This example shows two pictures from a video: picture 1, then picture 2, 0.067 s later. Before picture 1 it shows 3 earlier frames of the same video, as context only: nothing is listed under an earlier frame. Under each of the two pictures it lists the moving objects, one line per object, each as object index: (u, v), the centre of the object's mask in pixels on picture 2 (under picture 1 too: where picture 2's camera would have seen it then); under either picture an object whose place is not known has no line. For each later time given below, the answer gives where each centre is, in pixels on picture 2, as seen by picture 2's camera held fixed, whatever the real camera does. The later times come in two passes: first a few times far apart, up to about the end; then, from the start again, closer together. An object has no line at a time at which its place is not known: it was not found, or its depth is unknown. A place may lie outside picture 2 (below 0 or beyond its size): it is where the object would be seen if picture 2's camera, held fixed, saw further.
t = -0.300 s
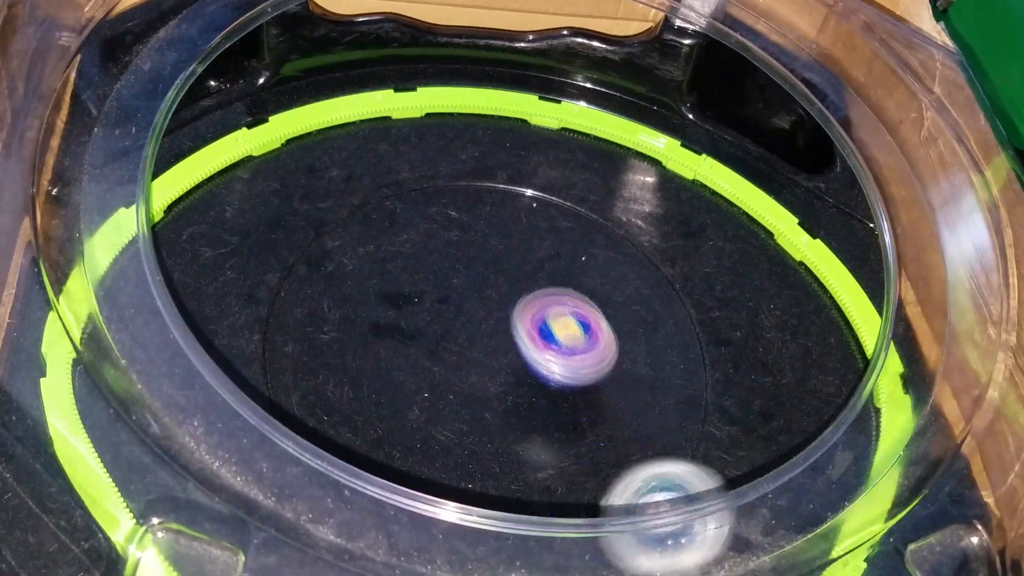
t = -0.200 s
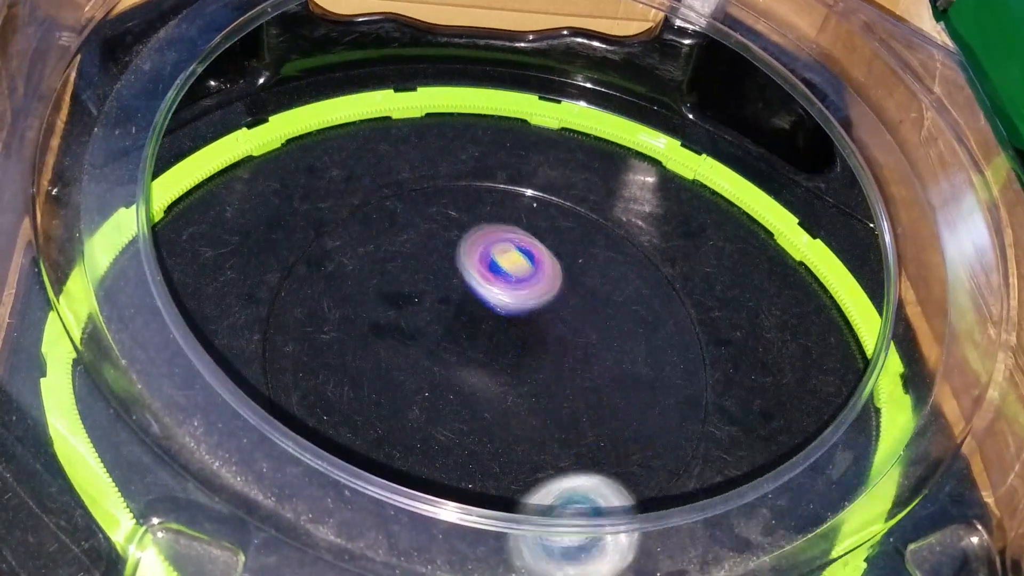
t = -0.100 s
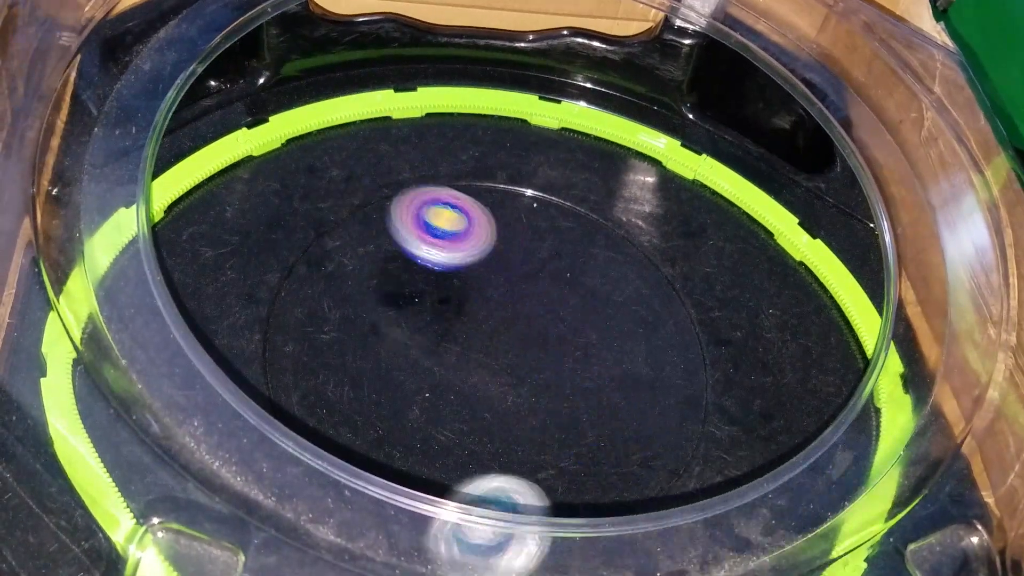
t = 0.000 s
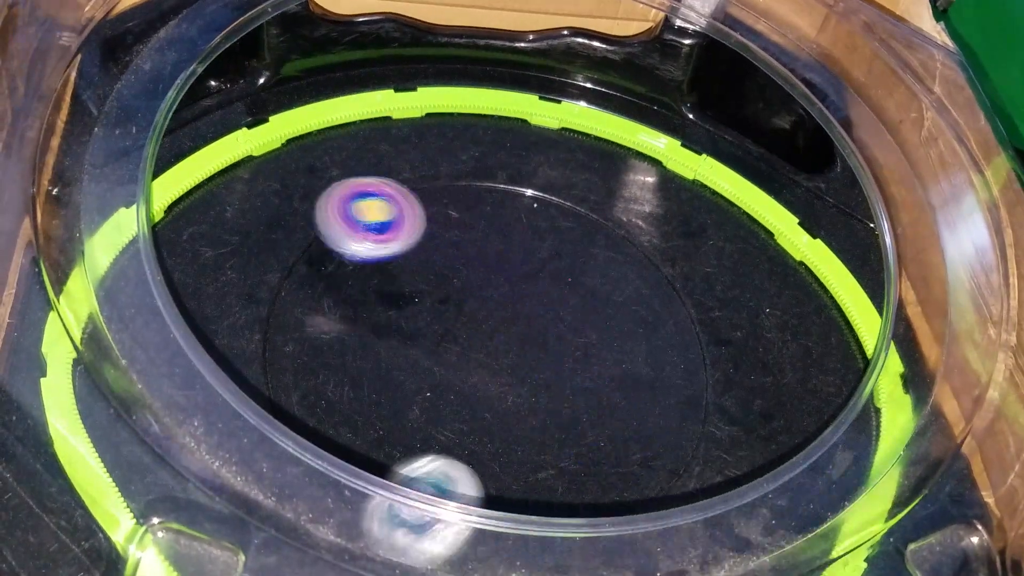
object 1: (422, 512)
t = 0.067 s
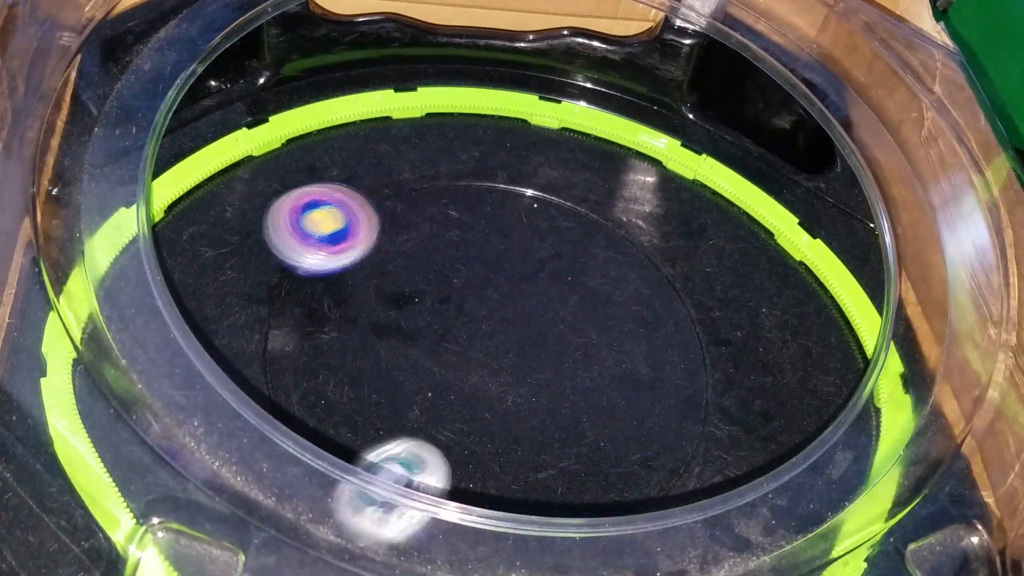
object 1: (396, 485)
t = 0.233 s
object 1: (377, 420)
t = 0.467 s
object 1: (514, 424)
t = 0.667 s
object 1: (550, 345)
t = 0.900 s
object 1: (441, 471)
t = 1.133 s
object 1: (382, 407)
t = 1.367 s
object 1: (478, 114)
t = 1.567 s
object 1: (520, 82)
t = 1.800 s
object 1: (575, 215)
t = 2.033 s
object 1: (592, 444)
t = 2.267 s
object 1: (590, 508)
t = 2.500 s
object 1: (595, 368)
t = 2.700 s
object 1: (577, 258)
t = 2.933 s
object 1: (597, 253)
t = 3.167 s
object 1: (639, 372)
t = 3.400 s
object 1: (642, 465)
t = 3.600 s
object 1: (539, 449)
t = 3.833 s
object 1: (422, 414)
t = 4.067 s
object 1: (375, 339)
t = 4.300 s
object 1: (413, 273)
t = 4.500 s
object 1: (480, 241)
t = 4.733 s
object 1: (558, 246)
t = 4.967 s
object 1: (605, 302)
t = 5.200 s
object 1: (606, 380)
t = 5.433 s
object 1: (553, 429)
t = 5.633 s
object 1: (491, 425)
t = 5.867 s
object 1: (441, 371)
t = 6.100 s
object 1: (430, 302)
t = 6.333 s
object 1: (459, 264)
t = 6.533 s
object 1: (508, 267)
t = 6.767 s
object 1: (569, 298)
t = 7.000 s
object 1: (581, 335)
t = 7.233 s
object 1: (535, 378)
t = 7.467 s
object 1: (504, 406)
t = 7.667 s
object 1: (494, 382)
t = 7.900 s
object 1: (469, 314)
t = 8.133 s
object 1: (449, 287)
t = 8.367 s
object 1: (488, 311)
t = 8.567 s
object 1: (554, 329)
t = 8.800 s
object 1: (583, 331)
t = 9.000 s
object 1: (547, 337)
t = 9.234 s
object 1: (488, 359)
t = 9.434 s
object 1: (455, 366)
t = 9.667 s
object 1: (468, 352)
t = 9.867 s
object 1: (503, 324)
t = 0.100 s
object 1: (383, 477)
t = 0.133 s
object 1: (377, 464)
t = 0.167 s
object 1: (381, 441)
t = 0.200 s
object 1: (378, 430)
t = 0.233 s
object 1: (377, 420)
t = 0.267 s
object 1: (390, 413)
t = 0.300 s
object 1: (414, 406)
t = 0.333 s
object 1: (437, 411)
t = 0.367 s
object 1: (457, 429)
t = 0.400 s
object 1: (479, 428)
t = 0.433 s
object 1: (498, 425)
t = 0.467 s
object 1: (514, 424)
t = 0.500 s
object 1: (529, 411)
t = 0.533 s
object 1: (541, 404)
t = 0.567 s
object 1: (549, 390)
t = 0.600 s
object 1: (553, 376)
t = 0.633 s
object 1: (553, 360)
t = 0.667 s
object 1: (550, 345)
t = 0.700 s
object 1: (544, 329)
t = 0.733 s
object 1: (534, 314)
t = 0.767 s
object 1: (522, 299)
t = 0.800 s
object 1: (508, 295)
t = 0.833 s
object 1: (487, 354)
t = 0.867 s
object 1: (466, 398)
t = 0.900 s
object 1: (441, 471)
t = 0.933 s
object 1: (401, 544)
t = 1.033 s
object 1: (339, 543)
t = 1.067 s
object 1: (353, 514)
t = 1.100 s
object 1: (373, 438)
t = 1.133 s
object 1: (382, 407)
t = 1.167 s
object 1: (396, 357)
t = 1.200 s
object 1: (406, 309)
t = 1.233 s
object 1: (422, 260)
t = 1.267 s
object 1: (436, 215)
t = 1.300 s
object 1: (450, 176)
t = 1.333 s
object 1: (465, 147)
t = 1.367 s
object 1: (478, 114)
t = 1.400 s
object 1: (486, 85)
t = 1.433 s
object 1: (493, 67)
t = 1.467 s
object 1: (501, 50)
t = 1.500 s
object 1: (510, 44)
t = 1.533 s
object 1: (516, 54)
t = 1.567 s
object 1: (520, 82)
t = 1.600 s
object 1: (529, 94)
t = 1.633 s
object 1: (538, 103)
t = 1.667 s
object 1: (545, 130)
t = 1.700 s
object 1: (547, 175)
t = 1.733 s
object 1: (558, 186)
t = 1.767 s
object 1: (567, 192)
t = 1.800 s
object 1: (575, 215)
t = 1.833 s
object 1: (577, 254)
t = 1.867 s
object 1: (577, 300)
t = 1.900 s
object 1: (582, 331)
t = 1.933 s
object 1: (585, 362)
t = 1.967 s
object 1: (590, 385)
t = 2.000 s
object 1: (593, 411)
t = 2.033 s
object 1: (592, 444)
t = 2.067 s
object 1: (594, 465)
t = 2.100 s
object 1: (594, 474)
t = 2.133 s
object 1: (596, 481)
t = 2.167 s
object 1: (598, 479)
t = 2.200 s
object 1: (596, 496)
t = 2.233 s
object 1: (591, 512)
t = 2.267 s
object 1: (590, 508)
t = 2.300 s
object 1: (591, 498)
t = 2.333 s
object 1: (596, 470)
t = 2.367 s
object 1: (596, 463)
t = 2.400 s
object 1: (592, 461)
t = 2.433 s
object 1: (595, 426)
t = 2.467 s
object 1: (597, 392)
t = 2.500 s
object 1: (595, 368)
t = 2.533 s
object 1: (588, 356)
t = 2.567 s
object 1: (583, 337)
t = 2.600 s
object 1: (580, 313)
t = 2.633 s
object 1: (578, 292)
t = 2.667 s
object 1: (577, 273)
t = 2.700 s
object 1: (577, 258)
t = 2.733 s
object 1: (578, 248)
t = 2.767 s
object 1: (580, 239)
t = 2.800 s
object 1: (582, 235)
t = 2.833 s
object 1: (584, 234)
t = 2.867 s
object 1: (588, 236)
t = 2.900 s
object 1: (592, 242)
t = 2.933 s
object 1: (597, 253)
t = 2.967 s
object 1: (603, 266)
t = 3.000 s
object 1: (609, 282)
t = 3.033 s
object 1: (615, 298)
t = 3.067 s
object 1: (621, 317)
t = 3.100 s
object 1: (627, 336)
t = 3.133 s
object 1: (633, 355)
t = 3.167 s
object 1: (639, 372)
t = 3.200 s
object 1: (643, 389)
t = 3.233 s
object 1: (648, 405)
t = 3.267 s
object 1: (649, 420)
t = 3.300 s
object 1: (652, 433)
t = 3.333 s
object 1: (653, 448)
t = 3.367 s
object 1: (650, 458)
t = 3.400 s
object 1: (642, 465)
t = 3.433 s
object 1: (628, 462)
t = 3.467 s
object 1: (611, 458)
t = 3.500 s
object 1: (593, 455)
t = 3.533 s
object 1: (576, 452)
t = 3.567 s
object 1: (558, 450)
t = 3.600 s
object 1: (539, 449)
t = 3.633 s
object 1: (520, 448)
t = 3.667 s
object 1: (501, 444)
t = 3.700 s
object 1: (484, 440)
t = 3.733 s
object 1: (466, 436)
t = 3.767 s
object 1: (450, 428)
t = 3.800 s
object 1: (436, 421)
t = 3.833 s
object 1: (422, 414)
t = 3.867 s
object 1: (410, 405)
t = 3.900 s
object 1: (401, 395)
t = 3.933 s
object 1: (392, 386)
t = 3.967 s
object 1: (385, 374)
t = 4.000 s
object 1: (379, 362)
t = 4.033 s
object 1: (376, 351)
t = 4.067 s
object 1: (375, 339)
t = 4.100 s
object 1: (375, 328)
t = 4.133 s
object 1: (377, 319)
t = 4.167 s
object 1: (382, 308)
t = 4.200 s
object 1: (387, 299)
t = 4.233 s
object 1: (395, 290)
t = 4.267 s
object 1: (404, 281)
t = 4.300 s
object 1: (413, 273)
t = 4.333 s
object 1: (423, 266)
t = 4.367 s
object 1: (434, 260)
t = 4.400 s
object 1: (445, 253)
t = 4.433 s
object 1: (456, 248)
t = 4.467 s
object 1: (468, 244)
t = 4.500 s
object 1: (480, 241)
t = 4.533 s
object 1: (492, 238)
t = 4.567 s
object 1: (505, 237)
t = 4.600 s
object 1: (516, 237)
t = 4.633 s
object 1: (528, 238)
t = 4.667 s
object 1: (538, 239)
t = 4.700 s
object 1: (548, 242)
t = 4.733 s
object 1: (558, 246)
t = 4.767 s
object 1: (567, 252)
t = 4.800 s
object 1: (575, 258)
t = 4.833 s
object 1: (584, 266)
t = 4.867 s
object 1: (590, 274)
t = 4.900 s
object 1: (596, 283)
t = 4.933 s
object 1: (601, 293)
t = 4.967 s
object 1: (605, 302)
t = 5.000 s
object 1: (608, 313)
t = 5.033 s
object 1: (610, 325)
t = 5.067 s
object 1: (611, 336)
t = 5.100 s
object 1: (612, 348)
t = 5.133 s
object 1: (611, 358)
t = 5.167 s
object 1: (609, 369)
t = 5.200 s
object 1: (606, 380)
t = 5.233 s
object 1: (601, 388)
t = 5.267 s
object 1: (596, 397)
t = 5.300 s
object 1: (590, 405)
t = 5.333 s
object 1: (582, 412)
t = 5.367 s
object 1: (574, 419)
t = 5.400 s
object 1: (563, 424)
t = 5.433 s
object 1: (553, 429)
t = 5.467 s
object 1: (543, 431)
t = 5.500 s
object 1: (533, 433)
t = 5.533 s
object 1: (523, 433)
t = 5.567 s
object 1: (511, 432)
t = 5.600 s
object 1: (500, 429)
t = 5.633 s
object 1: (491, 425)
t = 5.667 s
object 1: (482, 420)
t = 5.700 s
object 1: (473, 413)
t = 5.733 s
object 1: (466, 408)
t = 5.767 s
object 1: (459, 398)
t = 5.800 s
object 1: (452, 391)
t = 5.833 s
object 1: (447, 380)
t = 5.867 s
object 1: (441, 371)
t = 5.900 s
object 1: (438, 360)
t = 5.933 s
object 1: (434, 350)
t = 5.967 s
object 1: (432, 340)
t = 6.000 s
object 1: (430, 329)
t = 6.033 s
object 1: (429, 321)
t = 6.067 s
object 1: (429, 310)
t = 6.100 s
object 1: (430, 302)
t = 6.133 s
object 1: (433, 293)
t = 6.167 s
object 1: (434, 286)
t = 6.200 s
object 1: (438, 279)
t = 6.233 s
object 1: (441, 273)
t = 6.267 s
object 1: (447, 269)
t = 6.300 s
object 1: (452, 265)
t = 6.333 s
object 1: (459, 264)
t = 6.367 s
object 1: (466, 262)
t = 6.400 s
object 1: (474, 262)
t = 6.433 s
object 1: (484, 262)
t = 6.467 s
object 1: (492, 264)
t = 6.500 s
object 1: (501, 265)
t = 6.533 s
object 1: (508, 267)
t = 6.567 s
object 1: (518, 270)
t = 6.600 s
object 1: (525, 274)
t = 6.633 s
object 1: (535, 278)
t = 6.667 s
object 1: (543, 283)
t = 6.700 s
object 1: (552, 287)
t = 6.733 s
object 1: (560, 293)
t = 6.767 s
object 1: (569, 298)
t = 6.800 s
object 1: (574, 303)
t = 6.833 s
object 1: (580, 308)
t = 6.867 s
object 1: (583, 313)
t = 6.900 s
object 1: (585, 317)
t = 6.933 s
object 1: (586, 326)
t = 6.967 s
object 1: (584, 330)
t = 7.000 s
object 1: (581, 335)
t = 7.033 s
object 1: (576, 341)
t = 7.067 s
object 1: (571, 347)
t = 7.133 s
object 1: (558, 359)
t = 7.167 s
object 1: (550, 364)
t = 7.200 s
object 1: (543, 372)
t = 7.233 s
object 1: (535, 378)
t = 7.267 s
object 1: (528, 385)
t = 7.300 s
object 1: (522, 390)
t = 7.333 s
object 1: (517, 396)
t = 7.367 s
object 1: (512, 401)
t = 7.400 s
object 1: (509, 404)
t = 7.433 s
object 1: (506, 406)
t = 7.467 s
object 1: (504, 406)
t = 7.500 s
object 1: (502, 405)
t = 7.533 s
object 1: (500, 403)
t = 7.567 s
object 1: (499, 400)
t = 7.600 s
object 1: (497, 393)
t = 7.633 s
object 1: (496, 388)
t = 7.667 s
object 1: (494, 382)
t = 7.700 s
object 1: (493, 373)
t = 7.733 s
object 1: (490, 364)
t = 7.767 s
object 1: (487, 352)
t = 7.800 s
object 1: (483, 343)
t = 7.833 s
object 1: (478, 331)
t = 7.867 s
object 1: (474, 323)
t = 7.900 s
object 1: (469, 314)
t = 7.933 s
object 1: (465, 307)
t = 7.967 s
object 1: (459, 299)
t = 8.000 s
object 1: (455, 293)
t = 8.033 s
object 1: (450, 290)
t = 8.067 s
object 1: (449, 287)
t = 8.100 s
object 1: (448, 288)
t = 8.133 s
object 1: (449, 287)
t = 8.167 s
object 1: (451, 289)
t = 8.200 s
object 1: (453, 290)
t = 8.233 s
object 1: (458, 292)
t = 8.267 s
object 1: (462, 296)
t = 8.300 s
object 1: (469, 301)
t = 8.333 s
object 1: (478, 306)
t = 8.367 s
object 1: (488, 311)
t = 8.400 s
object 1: (500, 316)
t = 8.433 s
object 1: (512, 321)
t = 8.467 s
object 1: (525, 323)
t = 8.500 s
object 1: (534, 326)
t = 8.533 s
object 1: (544, 327)
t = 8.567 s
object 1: (554, 329)
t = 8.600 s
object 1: (563, 330)
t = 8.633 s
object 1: (571, 331)
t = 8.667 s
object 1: (578, 330)
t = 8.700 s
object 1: (581, 330)
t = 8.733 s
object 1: (583, 331)
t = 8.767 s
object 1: (584, 330)
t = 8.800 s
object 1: (583, 331)
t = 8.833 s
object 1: (580, 330)
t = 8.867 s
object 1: (576, 331)
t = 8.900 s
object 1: (571, 333)
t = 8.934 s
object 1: (565, 333)
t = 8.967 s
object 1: (557, 336)
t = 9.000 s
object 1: (547, 337)
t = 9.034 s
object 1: (537, 342)
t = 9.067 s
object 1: (528, 346)
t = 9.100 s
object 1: (519, 348)
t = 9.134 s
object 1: (512, 351)
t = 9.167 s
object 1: (504, 353)
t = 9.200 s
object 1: (496, 356)
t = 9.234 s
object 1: (488, 359)
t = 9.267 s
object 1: (481, 359)
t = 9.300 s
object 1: (473, 363)
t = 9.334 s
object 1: (465, 363)
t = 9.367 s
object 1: (460, 364)
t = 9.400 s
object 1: (456, 366)
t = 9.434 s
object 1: (455, 366)
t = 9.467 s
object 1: (454, 367)
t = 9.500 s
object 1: (454, 365)
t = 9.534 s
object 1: (454, 364)
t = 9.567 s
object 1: (456, 363)
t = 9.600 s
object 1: (460, 359)
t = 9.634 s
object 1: (464, 356)
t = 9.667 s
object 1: (468, 352)
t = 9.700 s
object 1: (473, 348)
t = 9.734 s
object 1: (480, 345)
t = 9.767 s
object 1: (485, 340)
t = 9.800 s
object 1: (493, 335)
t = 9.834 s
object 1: (498, 331)
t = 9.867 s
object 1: (503, 324)
